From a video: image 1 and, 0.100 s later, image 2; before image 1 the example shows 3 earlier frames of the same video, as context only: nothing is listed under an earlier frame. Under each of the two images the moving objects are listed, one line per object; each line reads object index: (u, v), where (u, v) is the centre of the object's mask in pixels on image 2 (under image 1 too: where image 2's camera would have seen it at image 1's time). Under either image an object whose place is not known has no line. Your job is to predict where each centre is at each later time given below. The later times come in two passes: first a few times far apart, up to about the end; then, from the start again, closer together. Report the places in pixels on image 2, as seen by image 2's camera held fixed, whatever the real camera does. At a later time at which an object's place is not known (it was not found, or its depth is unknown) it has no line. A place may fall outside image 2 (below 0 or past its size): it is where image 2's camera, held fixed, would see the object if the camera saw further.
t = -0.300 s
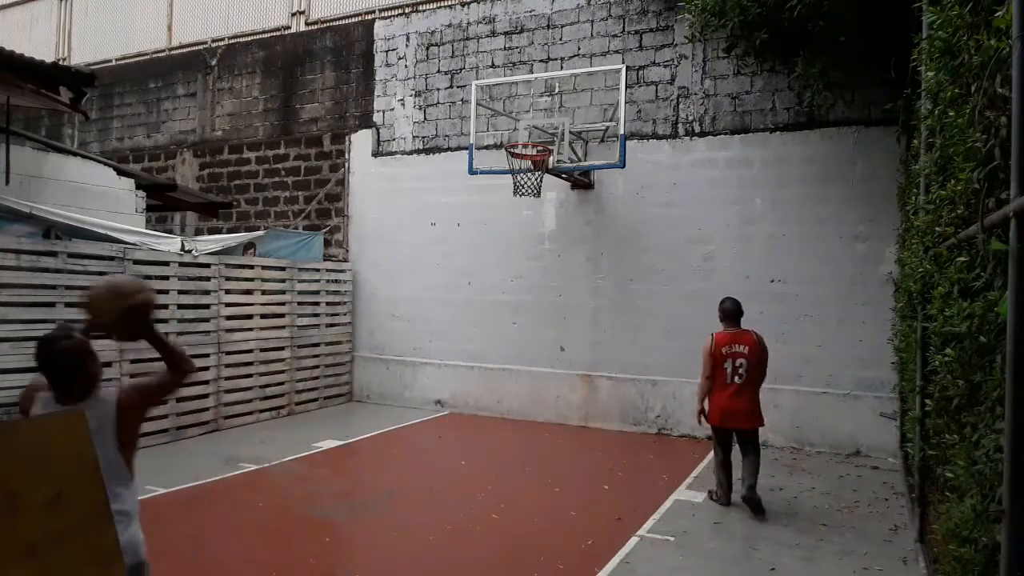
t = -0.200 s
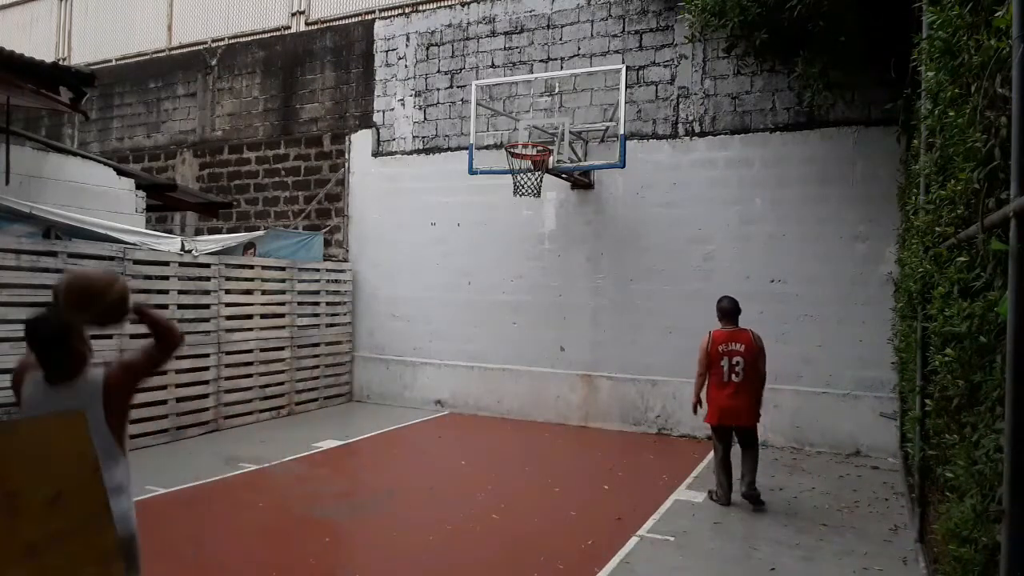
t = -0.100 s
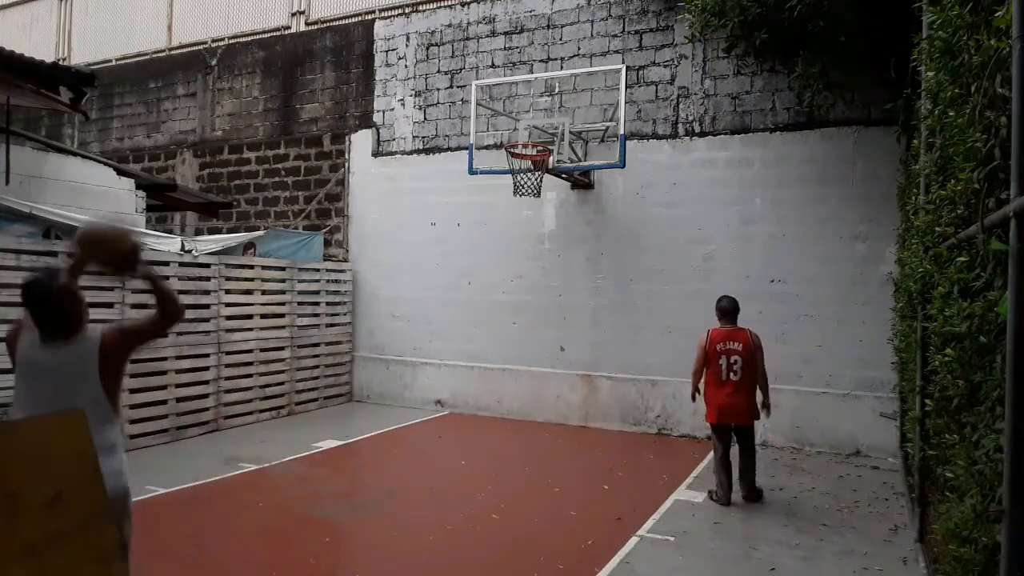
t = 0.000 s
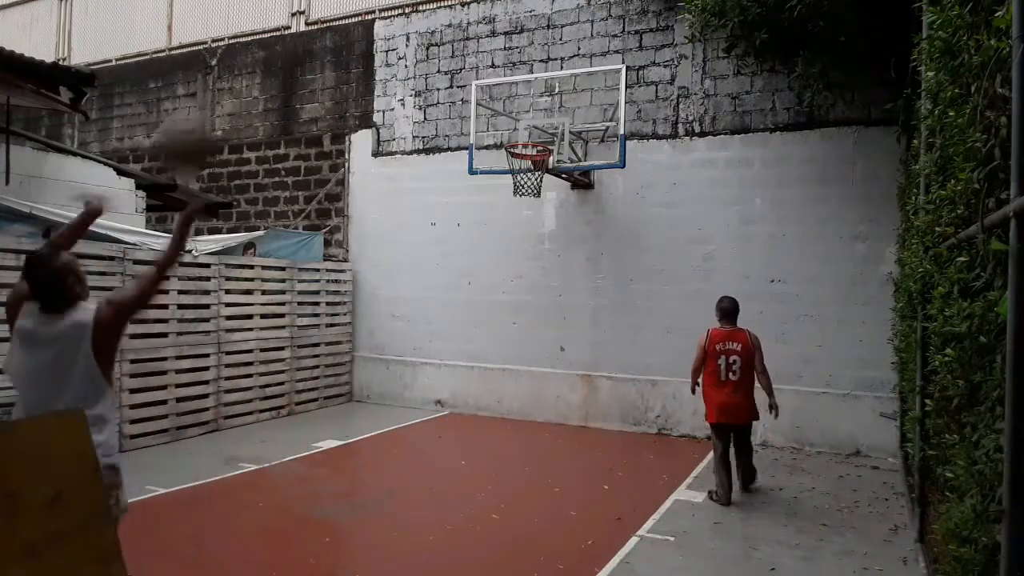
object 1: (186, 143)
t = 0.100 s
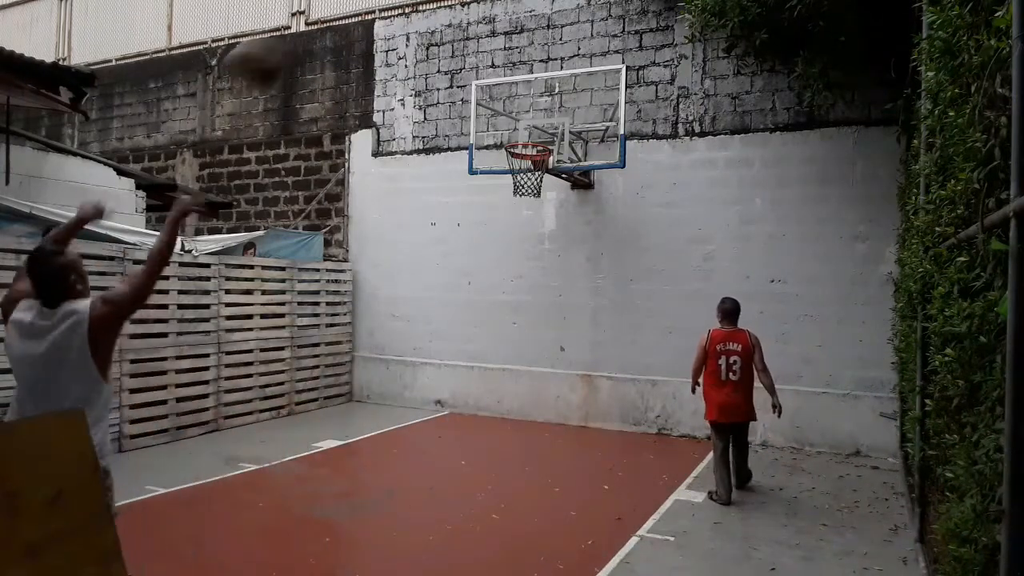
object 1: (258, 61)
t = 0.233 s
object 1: (334, 10)
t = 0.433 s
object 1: (410, 3)
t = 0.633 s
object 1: (460, 24)
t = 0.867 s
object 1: (503, 106)
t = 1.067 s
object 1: (496, 100)
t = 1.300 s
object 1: (465, 71)
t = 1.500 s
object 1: (435, 86)
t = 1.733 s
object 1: (394, 160)
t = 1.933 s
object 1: (359, 278)
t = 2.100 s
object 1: (327, 417)
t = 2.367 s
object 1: (304, 353)
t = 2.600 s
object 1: (291, 274)
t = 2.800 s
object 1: (279, 253)
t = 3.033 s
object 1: (262, 282)
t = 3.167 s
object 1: (254, 329)
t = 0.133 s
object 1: (278, 47)
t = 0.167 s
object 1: (298, 29)
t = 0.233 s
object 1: (334, 10)
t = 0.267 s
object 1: (351, 7)
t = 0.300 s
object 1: (366, 5)
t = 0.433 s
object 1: (410, 3)
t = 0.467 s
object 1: (420, 4)
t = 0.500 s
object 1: (429, 5)
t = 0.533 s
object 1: (437, 8)
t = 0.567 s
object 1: (447, 11)
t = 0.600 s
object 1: (454, 17)
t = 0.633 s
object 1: (460, 24)
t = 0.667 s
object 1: (468, 33)
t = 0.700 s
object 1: (475, 45)
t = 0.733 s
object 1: (481, 55)
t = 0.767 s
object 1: (486, 66)
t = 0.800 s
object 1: (492, 79)
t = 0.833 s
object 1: (498, 93)
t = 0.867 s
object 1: (503, 106)
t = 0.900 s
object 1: (508, 121)
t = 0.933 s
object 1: (512, 134)
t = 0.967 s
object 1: (509, 131)
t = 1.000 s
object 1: (506, 119)
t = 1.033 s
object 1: (501, 110)
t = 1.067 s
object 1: (496, 100)
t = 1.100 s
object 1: (491, 93)
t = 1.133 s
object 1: (487, 86)
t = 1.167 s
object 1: (482, 81)
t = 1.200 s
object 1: (478, 77)
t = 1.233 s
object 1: (473, 74)
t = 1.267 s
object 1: (469, 72)
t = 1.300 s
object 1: (465, 71)
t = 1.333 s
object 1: (460, 71)
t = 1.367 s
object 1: (455, 71)
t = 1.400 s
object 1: (449, 73)
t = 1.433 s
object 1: (445, 76)
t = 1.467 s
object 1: (441, 81)
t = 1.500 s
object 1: (435, 86)
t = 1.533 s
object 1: (430, 93)
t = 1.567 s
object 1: (424, 101)
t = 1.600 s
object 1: (418, 111)
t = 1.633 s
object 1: (412, 121)
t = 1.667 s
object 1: (406, 132)
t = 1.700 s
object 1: (400, 145)
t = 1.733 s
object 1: (394, 160)
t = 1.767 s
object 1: (389, 175)
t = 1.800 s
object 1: (383, 193)
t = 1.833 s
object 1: (378, 213)
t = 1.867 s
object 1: (371, 233)
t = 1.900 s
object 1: (365, 254)
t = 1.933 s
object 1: (359, 278)
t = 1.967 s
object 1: (354, 301)
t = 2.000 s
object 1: (347, 327)
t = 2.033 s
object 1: (339, 355)
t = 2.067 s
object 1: (333, 384)
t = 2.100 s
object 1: (327, 417)
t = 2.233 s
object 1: (310, 428)
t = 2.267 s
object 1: (309, 408)
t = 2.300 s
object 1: (307, 389)
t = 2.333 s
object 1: (306, 370)
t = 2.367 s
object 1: (304, 353)
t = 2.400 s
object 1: (302, 339)
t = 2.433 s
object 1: (299, 324)
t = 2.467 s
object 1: (297, 311)
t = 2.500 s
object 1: (295, 299)
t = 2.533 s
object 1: (294, 289)
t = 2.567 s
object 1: (292, 280)
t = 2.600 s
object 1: (291, 274)
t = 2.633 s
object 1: (288, 266)
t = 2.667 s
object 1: (286, 261)
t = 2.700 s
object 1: (284, 257)
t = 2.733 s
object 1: (283, 256)
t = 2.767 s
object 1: (281, 254)
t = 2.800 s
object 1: (279, 253)
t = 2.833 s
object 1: (277, 254)
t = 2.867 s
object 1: (275, 255)
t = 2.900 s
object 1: (273, 259)
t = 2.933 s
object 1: (270, 262)
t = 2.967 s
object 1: (267, 268)
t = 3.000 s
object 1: (265, 274)
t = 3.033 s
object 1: (262, 282)
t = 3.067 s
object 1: (260, 292)
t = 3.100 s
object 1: (258, 303)
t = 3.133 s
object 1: (256, 316)
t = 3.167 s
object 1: (254, 329)
